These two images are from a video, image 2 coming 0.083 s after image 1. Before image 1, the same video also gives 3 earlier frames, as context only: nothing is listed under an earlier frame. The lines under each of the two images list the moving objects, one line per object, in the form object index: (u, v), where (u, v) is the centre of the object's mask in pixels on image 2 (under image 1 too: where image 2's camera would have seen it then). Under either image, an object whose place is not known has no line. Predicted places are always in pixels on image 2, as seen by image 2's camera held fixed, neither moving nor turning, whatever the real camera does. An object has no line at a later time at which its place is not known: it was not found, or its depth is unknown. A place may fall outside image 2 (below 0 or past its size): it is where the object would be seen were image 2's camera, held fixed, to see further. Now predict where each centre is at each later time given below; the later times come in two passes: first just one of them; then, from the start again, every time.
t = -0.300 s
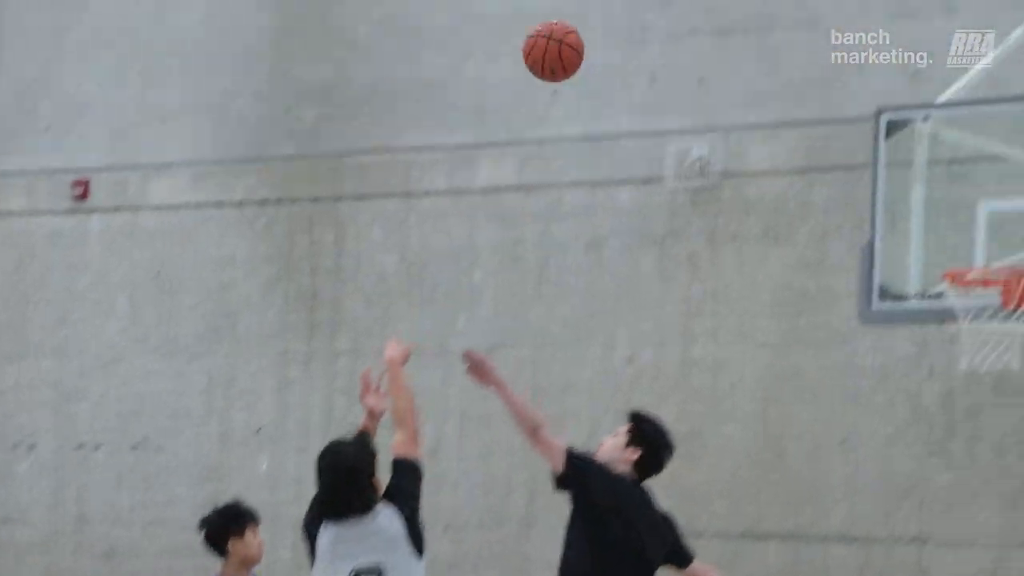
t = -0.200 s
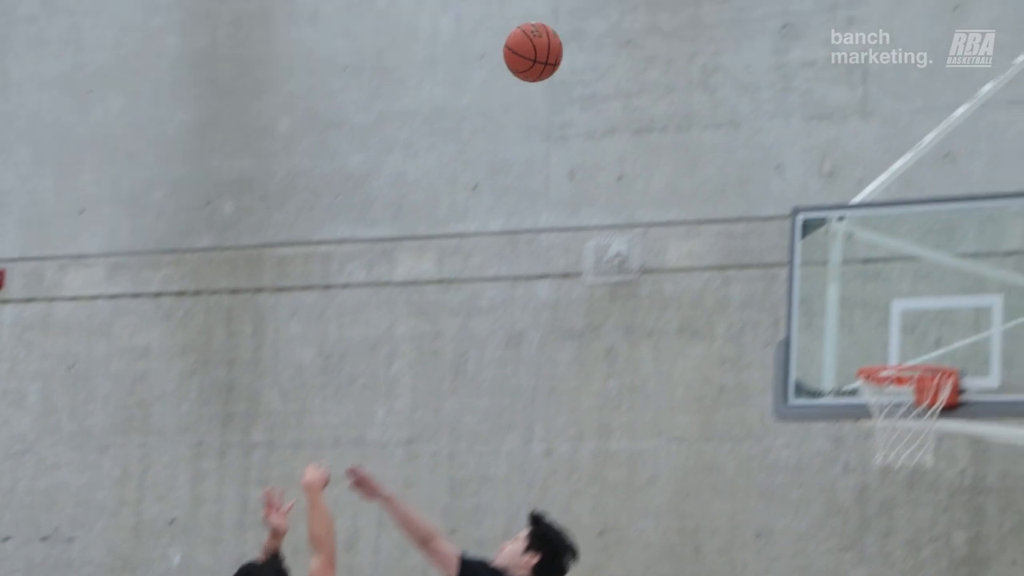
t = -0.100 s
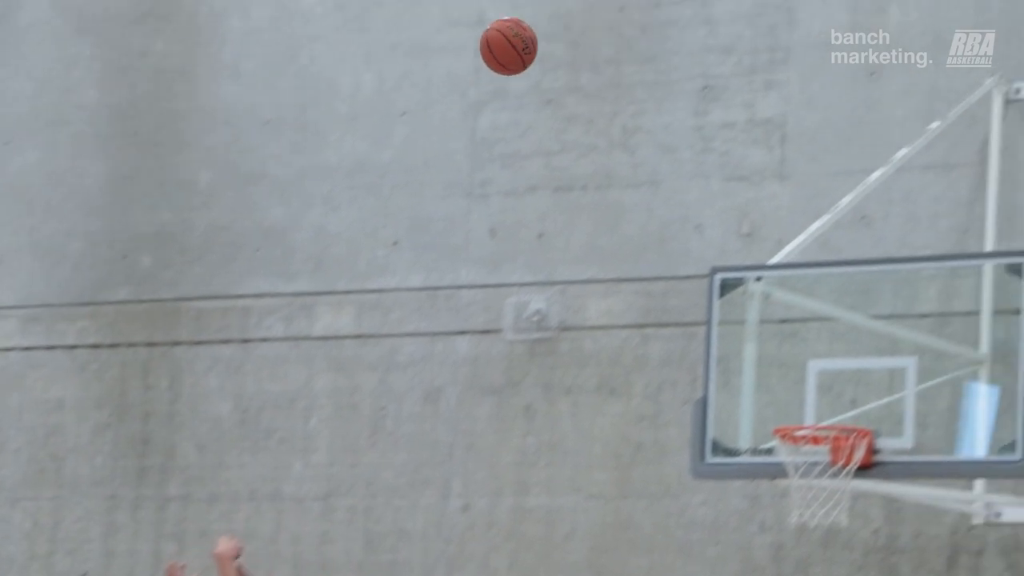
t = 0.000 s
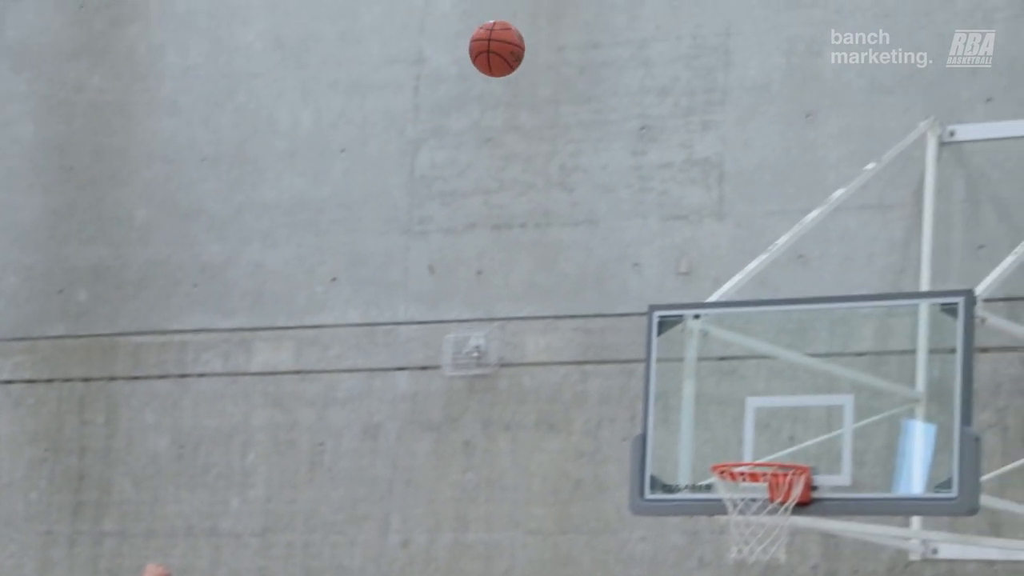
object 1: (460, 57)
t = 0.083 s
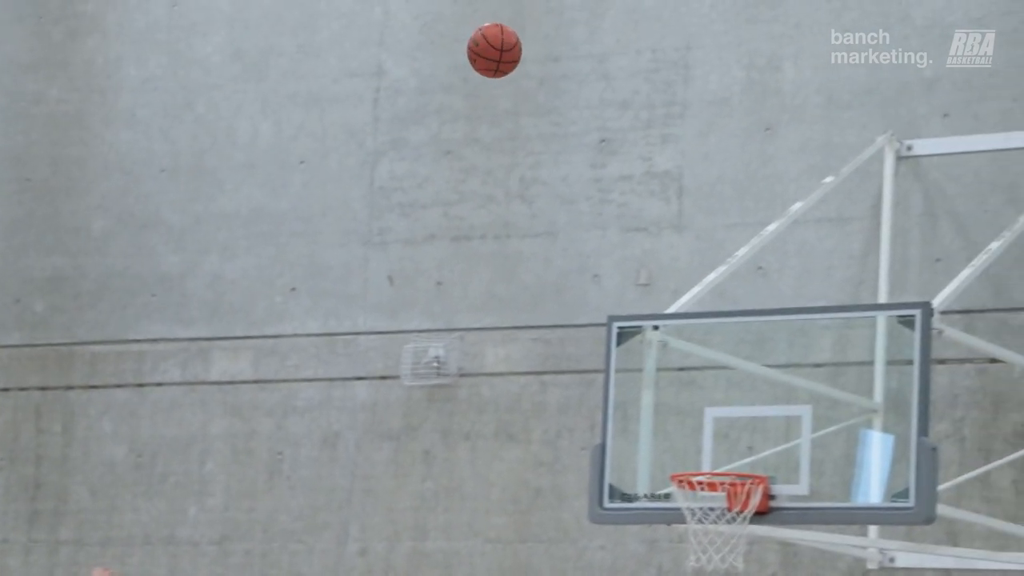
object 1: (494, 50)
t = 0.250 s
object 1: (556, 74)
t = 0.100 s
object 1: (500, 50)
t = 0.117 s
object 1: (506, 51)
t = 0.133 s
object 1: (512, 51)
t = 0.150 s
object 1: (519, 52)
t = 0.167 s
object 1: (526, 54)
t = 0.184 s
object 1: (533, 57)
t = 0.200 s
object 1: (539, 60)
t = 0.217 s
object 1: (545, 65)
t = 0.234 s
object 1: (550, 69)
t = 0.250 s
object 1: (556, 74)
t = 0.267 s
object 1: (562, 80)
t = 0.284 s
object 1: (568, 86)
